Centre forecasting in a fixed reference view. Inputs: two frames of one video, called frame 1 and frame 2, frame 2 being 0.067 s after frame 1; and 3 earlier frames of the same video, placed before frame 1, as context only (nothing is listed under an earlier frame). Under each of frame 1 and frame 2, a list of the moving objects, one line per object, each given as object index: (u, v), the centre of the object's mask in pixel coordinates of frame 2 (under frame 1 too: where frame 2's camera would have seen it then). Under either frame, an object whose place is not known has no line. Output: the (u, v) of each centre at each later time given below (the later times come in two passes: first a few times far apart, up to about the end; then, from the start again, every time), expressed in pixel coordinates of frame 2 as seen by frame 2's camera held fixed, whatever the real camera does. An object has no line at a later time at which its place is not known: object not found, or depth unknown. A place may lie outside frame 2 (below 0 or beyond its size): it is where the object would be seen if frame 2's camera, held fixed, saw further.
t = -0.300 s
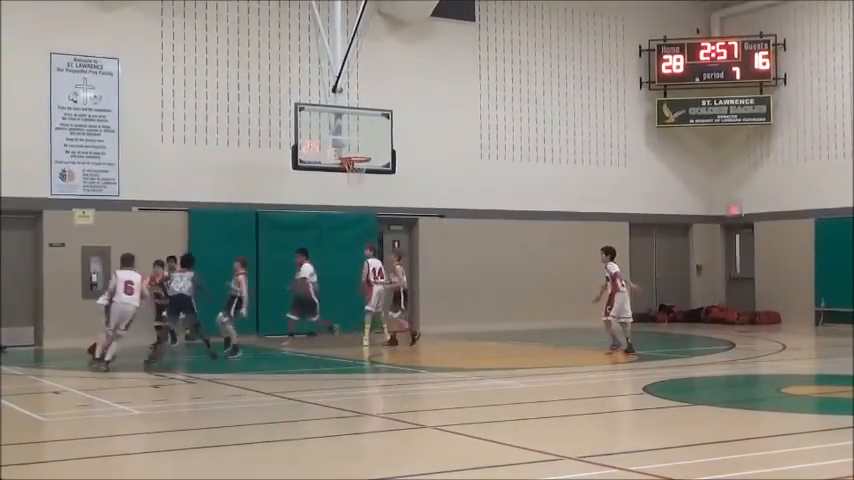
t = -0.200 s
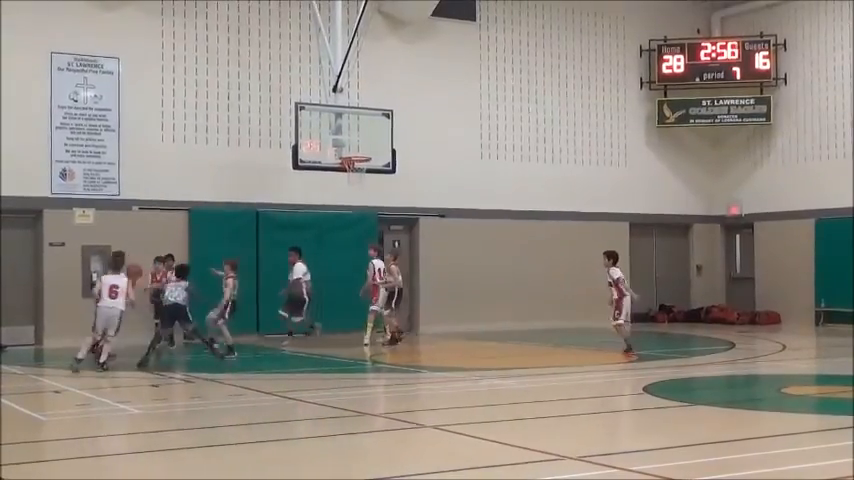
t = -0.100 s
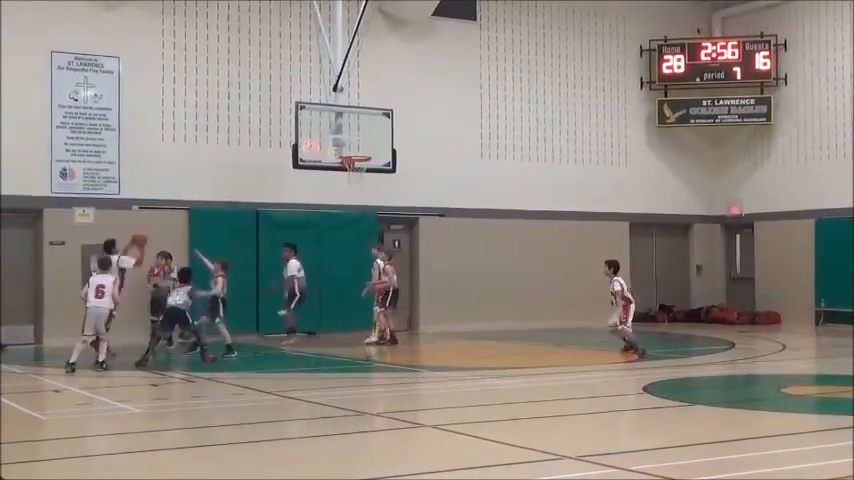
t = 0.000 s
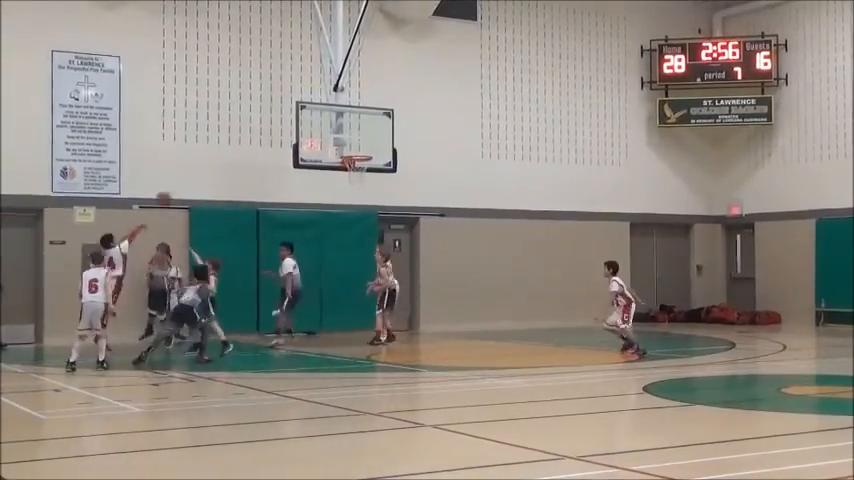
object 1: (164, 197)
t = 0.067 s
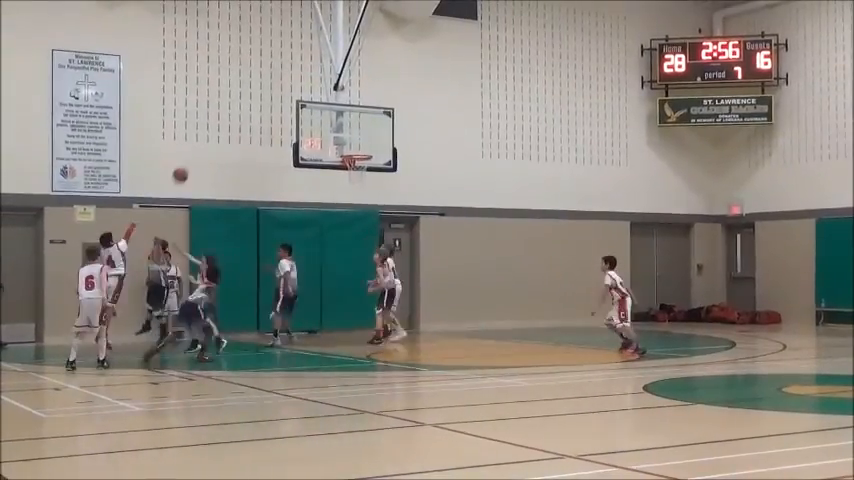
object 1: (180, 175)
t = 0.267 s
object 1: (227, 127)
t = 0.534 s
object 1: (283, 107)
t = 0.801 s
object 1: (335, 130)
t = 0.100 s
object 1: (188, 165)
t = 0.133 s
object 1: (196, 155)
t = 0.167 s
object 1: (204, 146)
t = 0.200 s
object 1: (212, 139)
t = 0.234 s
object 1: (219, 133)
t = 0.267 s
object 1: (227, 127)
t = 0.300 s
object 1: (234, 122)
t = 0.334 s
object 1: (242, 117)
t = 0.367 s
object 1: (249, 114)
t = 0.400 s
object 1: (256, 111)
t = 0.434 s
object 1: (263, 109)
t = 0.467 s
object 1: (270, 107)
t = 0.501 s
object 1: (277, 107)
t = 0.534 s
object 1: (283, 107)
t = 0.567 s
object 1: (290, 107)
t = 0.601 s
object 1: (296, 108)
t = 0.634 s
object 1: (304, 111)
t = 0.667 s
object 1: (310, 113)
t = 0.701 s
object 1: (316, 116)
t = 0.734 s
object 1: (322, 120)
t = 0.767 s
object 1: (328, 125)
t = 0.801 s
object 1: (335, 130)
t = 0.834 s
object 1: (340, 135)
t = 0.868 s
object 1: (346, 141)
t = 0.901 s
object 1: (352, 148)
